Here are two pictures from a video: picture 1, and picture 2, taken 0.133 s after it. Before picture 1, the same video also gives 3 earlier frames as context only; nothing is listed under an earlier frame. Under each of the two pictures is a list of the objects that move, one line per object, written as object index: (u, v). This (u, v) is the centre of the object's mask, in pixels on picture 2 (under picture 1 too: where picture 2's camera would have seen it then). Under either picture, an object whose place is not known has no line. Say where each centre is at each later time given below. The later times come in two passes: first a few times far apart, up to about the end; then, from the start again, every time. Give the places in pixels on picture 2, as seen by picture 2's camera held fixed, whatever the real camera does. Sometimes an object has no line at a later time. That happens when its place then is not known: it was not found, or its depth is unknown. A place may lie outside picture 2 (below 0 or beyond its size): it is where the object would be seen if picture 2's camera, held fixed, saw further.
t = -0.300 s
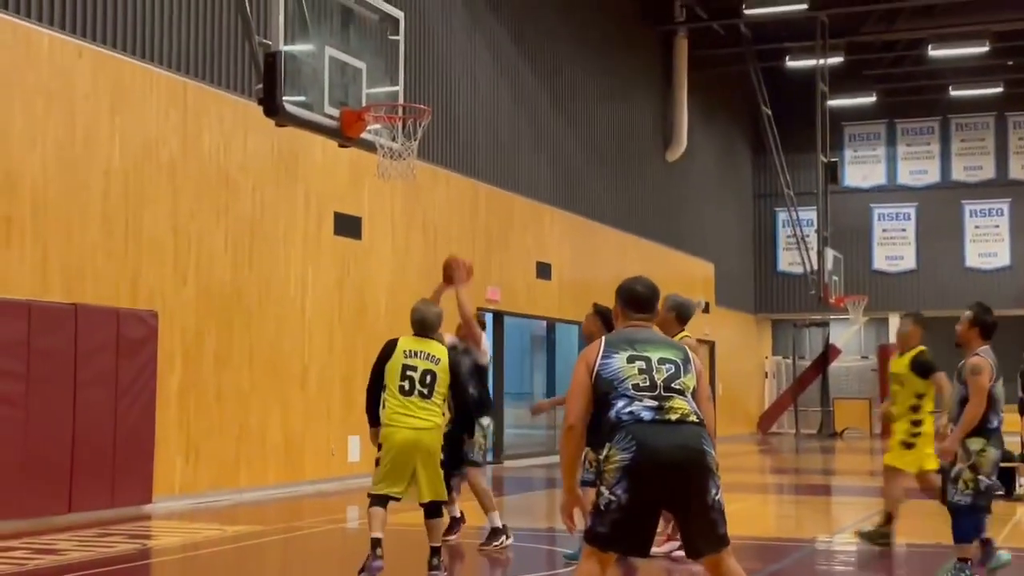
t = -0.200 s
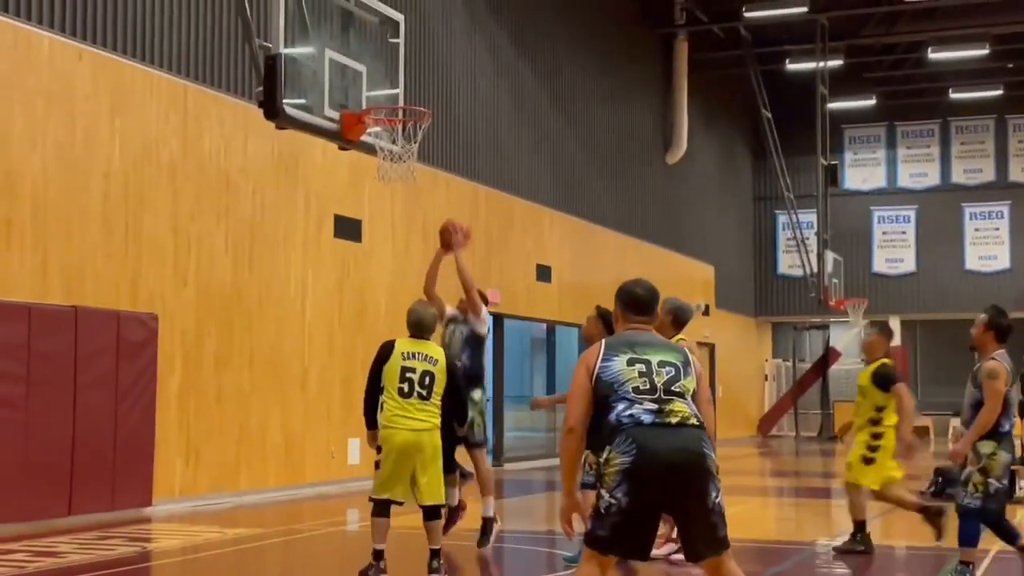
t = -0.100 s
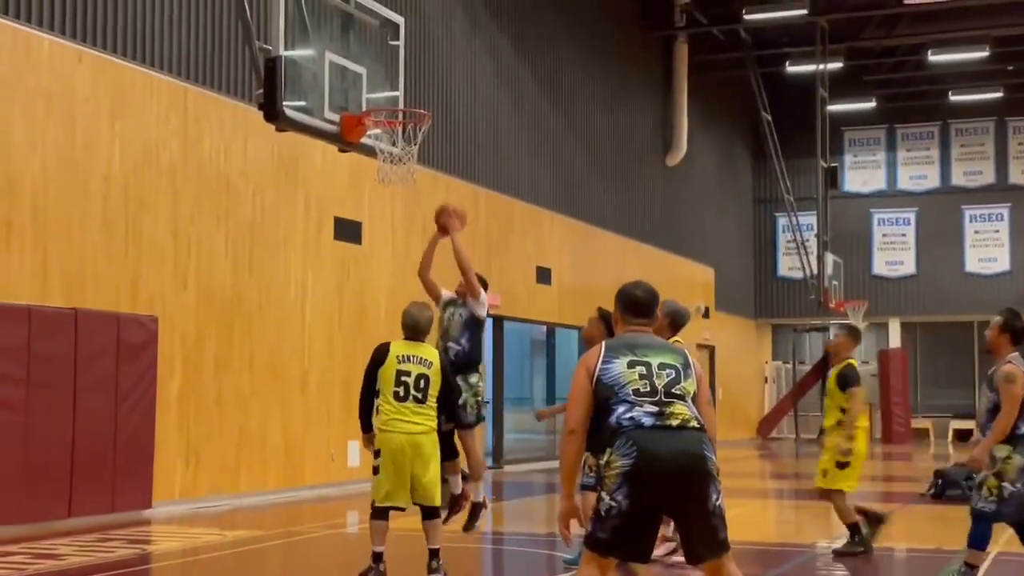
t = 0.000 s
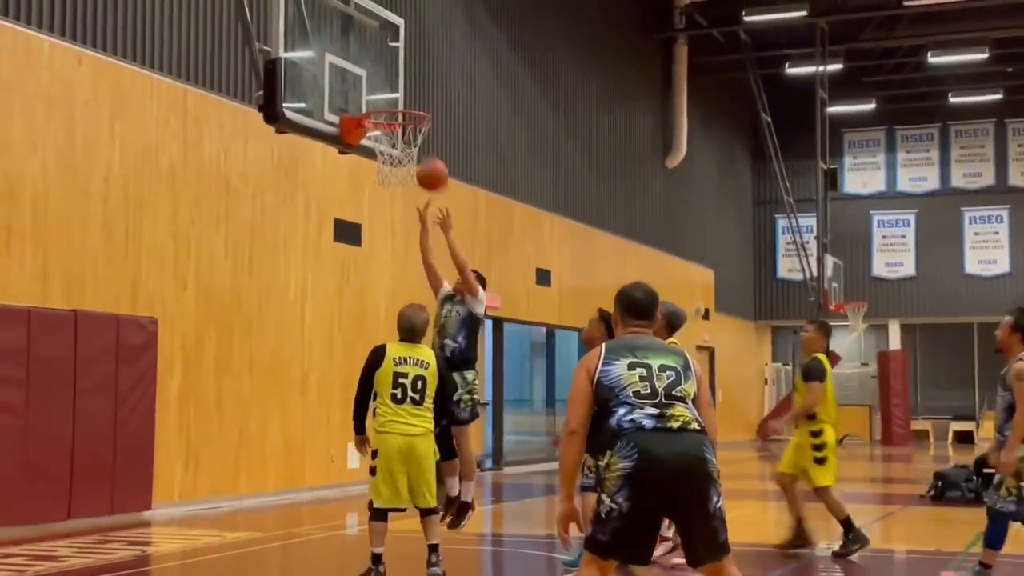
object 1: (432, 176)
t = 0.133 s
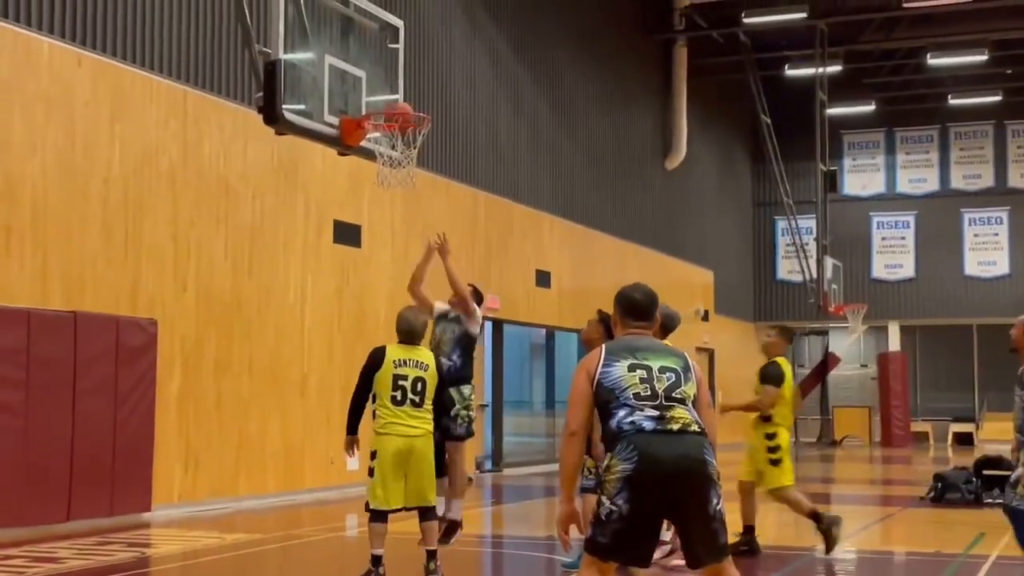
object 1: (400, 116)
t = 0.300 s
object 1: (386, 91)
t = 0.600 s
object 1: (399, 146)
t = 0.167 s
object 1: (390, 107)
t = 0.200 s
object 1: (381, 98)
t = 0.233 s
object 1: (383, 94)
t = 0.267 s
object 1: (384, 92)
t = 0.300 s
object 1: (386, 91)
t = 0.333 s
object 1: (387, 90)
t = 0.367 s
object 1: (388, 93)
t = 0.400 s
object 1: (389, 96)
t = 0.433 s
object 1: (390, 98)
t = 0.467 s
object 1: (392, 103)
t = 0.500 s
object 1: (394, 114)
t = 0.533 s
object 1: (396, 127)
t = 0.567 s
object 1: (396, 133)
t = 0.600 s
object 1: (399, 146)
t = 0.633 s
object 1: (402, 152)
